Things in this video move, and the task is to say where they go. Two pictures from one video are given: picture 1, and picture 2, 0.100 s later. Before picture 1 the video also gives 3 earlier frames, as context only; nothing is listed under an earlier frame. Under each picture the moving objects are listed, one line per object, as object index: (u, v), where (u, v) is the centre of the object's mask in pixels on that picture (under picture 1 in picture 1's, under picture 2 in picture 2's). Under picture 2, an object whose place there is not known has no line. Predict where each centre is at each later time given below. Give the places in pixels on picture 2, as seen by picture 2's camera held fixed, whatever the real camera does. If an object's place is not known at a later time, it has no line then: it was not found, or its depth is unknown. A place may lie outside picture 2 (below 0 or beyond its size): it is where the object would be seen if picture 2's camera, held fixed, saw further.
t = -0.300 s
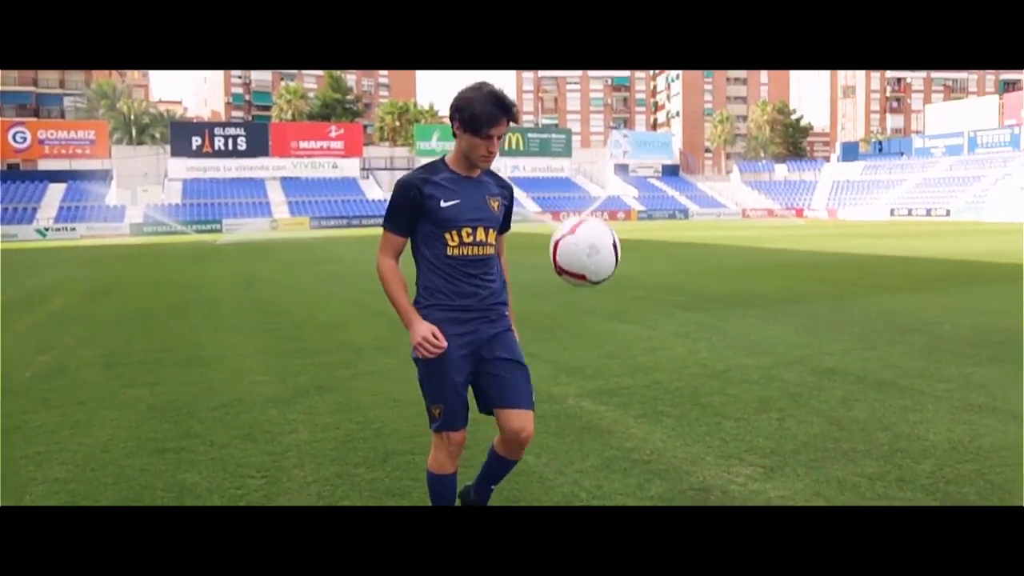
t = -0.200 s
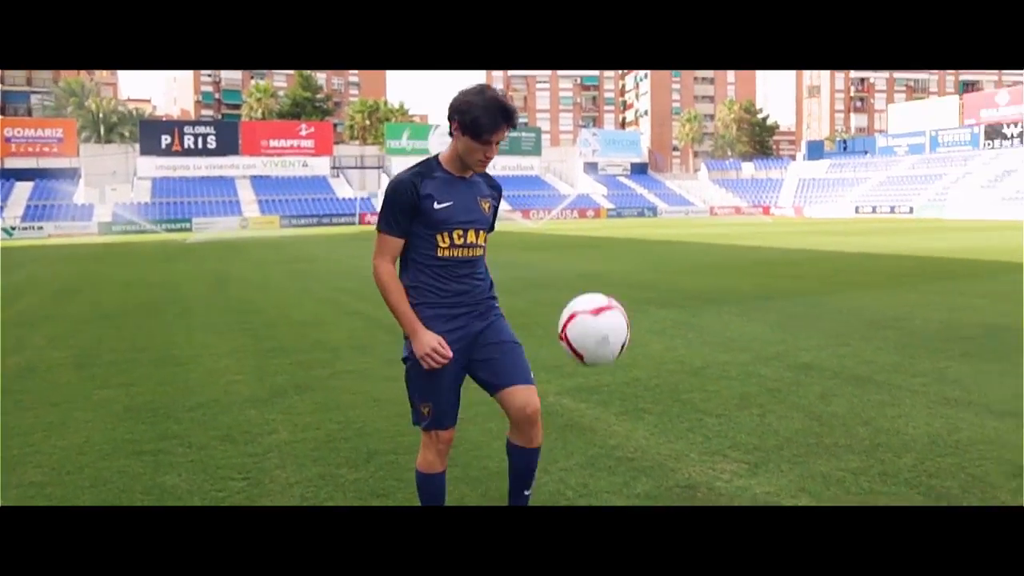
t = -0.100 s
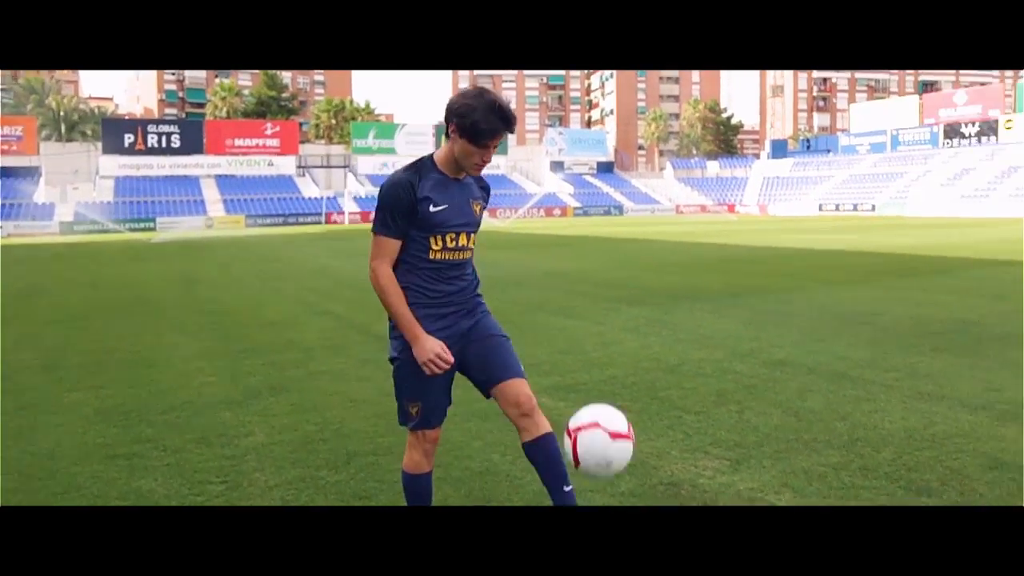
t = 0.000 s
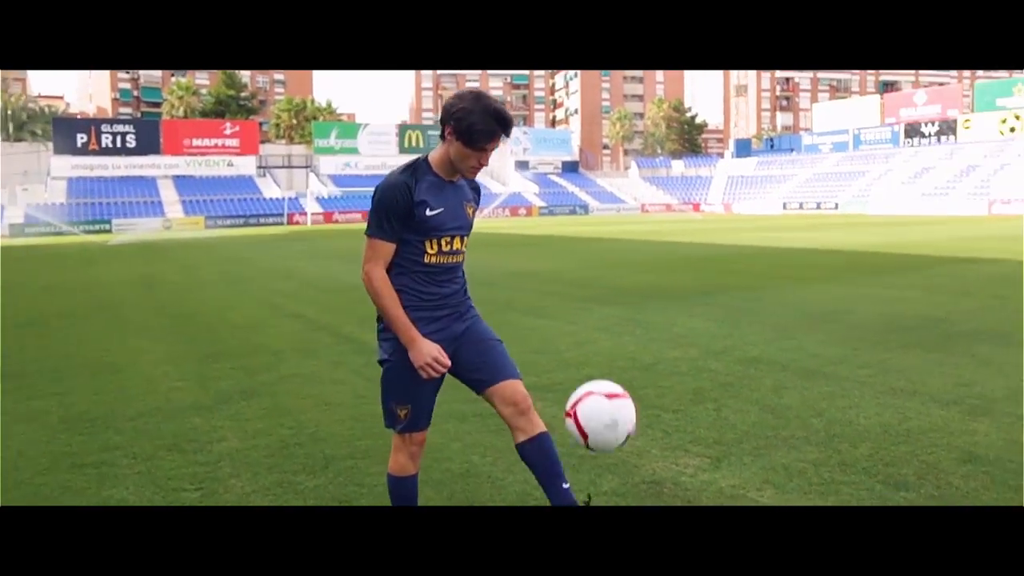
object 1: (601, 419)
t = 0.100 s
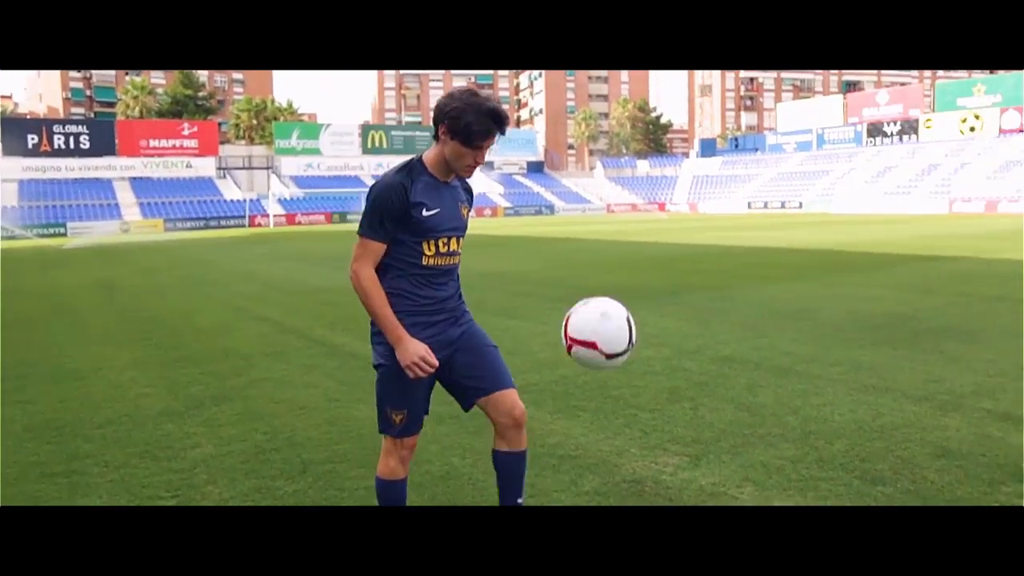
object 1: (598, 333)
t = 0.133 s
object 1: (603, 311)
